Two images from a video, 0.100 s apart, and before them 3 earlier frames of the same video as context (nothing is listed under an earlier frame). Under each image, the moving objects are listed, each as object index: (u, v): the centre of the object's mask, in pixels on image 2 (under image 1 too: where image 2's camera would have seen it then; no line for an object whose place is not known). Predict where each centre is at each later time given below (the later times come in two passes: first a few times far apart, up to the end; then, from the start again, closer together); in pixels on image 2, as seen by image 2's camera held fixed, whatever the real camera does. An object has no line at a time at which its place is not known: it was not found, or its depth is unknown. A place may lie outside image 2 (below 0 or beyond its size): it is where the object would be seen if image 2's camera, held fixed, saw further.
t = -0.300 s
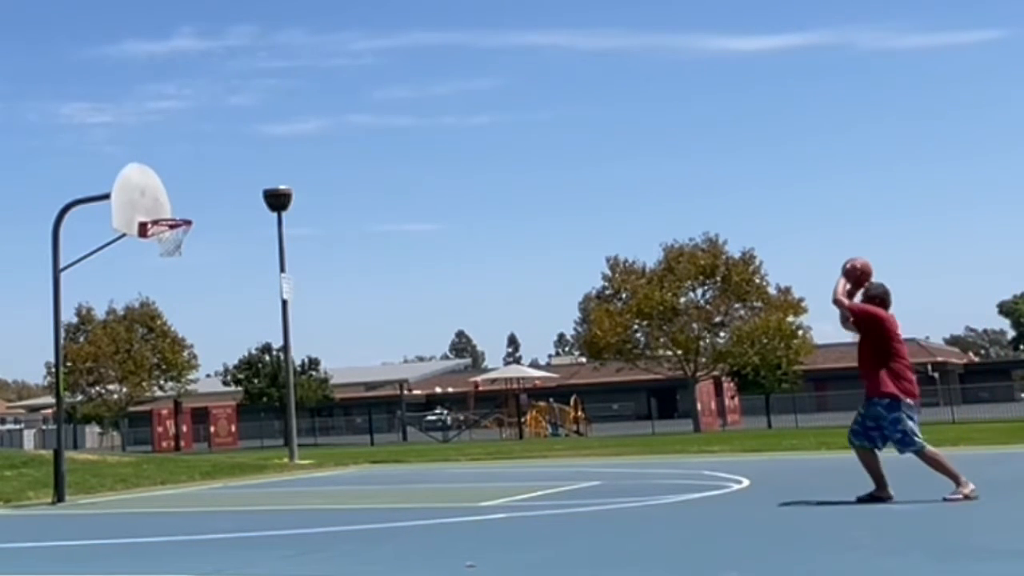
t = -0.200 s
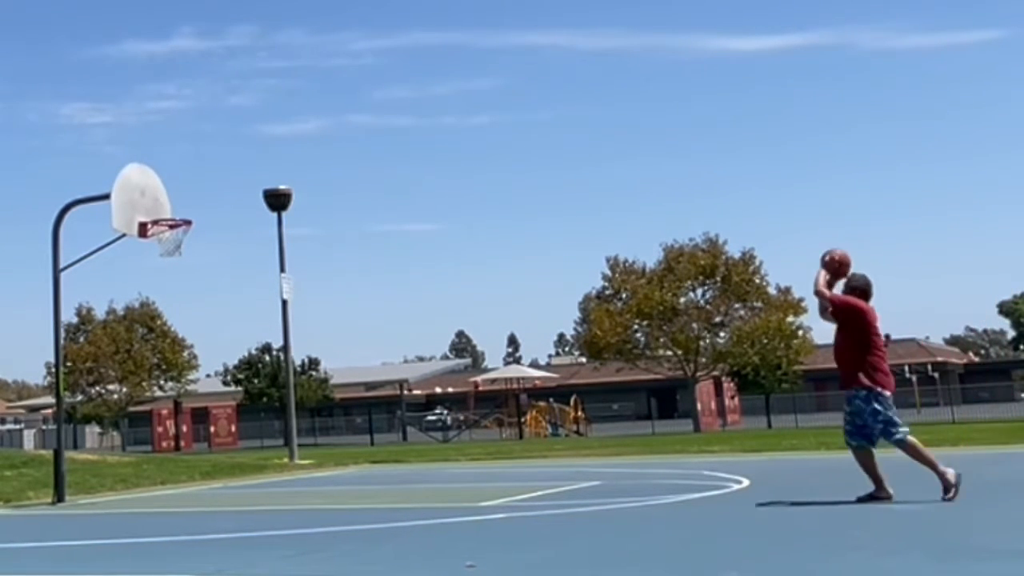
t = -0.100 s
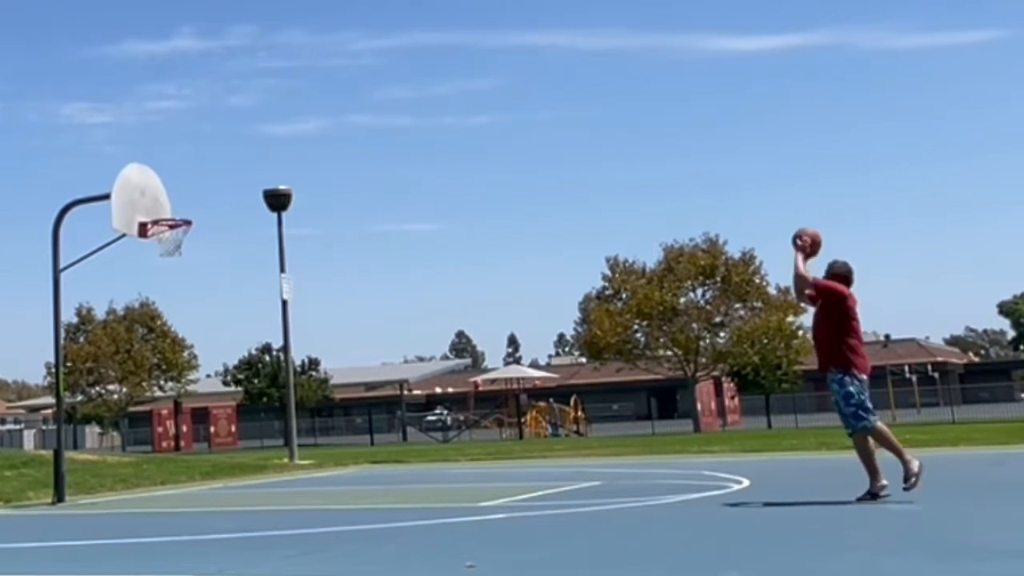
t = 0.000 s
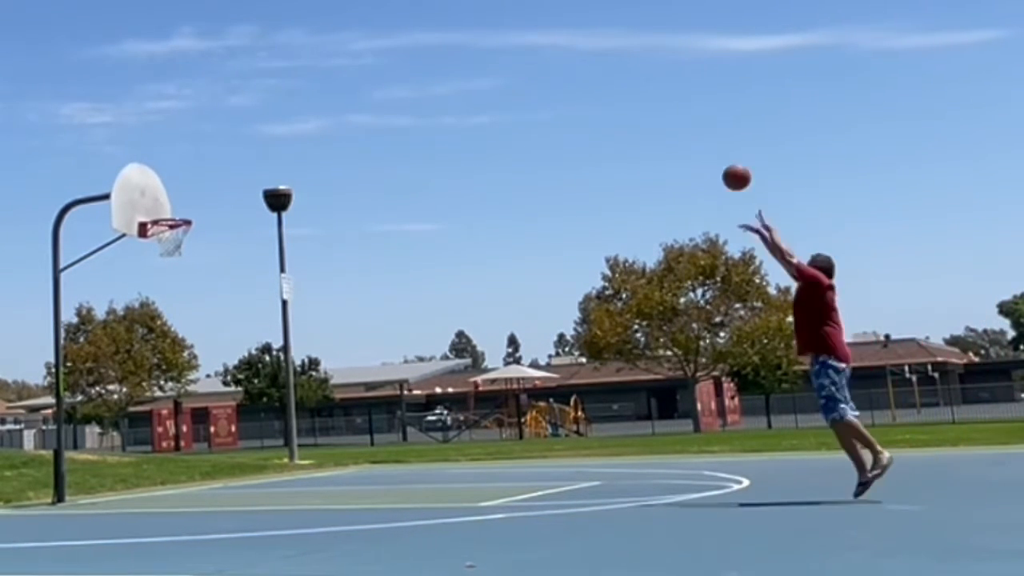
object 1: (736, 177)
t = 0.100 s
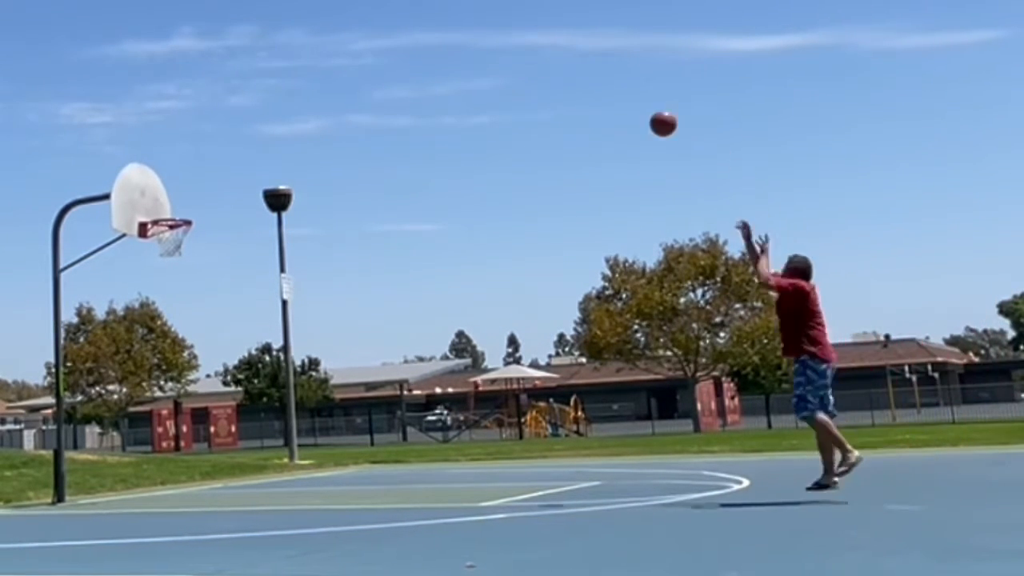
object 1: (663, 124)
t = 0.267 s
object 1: (555, 67)
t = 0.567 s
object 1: (397, 45)
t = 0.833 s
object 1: (284, 92)
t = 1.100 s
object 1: (188, 193)
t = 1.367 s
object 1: (153, 260)
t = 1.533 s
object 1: (152, 301)
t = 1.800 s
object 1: (152, 413)
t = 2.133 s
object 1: (165, 404)
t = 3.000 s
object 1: (240, 429)
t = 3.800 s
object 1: (320, 467)
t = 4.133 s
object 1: (365, 468)
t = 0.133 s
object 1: (640, 109)
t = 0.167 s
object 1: (618, 96)
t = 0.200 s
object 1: (597, 85)
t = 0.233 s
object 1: (575, 75)
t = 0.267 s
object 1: (555, 67)
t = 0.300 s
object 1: (536, 60)
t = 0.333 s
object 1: (517, 54)
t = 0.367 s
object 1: (498, 49)
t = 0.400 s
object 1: (481, 45)
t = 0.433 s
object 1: (463, 44)
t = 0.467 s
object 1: (446, 42)
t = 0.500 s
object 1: (429, 41)
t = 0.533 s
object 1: (413, 43)
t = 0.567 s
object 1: (397, 45)
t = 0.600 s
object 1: (382, 47)
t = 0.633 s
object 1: (367, 51)
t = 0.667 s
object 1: (353, 56)
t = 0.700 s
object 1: (339, 61)
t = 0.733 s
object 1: (324, 68)
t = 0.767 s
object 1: (310, 75)
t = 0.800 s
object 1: (297, 83)
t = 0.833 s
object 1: (284, 92)
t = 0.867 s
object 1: (271, 102)
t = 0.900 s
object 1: (258, 113)
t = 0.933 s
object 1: (246, 124)
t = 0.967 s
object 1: (234, 137)
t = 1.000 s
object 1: (222, 149)
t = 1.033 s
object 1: (210, 163)
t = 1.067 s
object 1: (199, 177)
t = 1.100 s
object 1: (188, 193)
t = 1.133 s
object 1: (178, 208)
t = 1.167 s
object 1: (166, 225)
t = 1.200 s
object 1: (157, 238)
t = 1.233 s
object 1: (154, 243)
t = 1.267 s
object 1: (154, 246)
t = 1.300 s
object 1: (154, 249)
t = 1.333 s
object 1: (153, 254)
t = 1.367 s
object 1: (153, 260)
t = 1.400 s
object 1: (153, 266)
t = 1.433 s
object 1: (153, 273)
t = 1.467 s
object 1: (153, 281)
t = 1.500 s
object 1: (153, 291)
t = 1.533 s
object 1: (152, 301)
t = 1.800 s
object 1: (152, 413)
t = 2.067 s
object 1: (161, 427)
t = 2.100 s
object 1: (163, 414)
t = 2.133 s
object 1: (165, 404)
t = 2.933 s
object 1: (234, 405)
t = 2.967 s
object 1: (236, 417)
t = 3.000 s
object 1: (240, 429)
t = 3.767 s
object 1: (316, 481)
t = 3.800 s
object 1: (320, 467)
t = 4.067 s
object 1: (355, 433)
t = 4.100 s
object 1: (361, 449)
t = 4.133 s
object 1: (365, 468)
